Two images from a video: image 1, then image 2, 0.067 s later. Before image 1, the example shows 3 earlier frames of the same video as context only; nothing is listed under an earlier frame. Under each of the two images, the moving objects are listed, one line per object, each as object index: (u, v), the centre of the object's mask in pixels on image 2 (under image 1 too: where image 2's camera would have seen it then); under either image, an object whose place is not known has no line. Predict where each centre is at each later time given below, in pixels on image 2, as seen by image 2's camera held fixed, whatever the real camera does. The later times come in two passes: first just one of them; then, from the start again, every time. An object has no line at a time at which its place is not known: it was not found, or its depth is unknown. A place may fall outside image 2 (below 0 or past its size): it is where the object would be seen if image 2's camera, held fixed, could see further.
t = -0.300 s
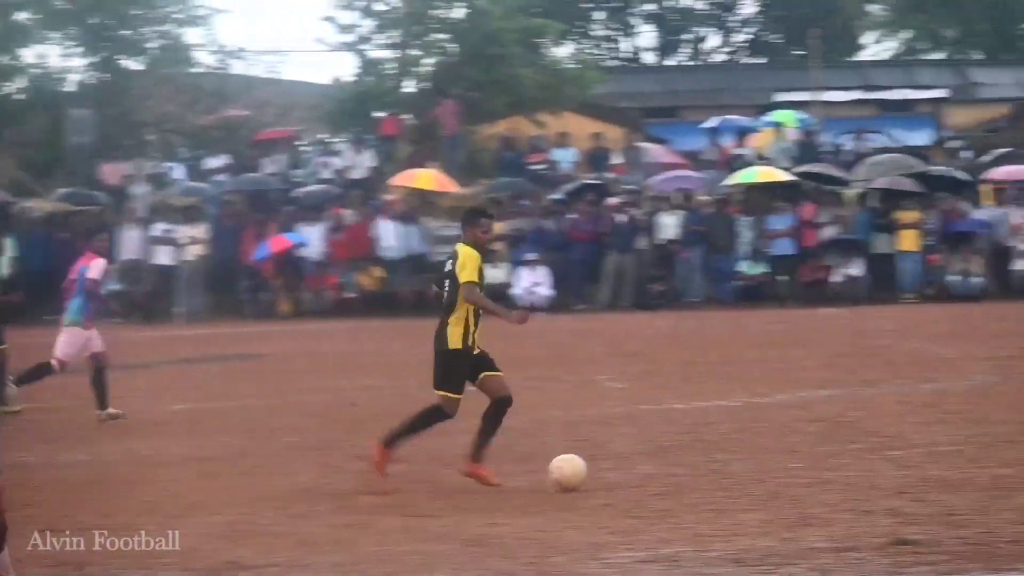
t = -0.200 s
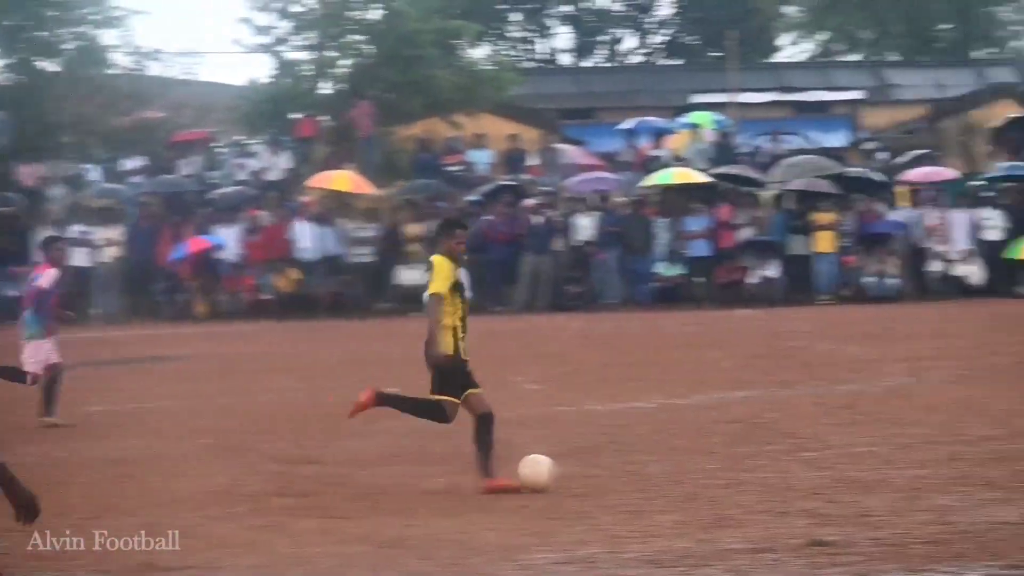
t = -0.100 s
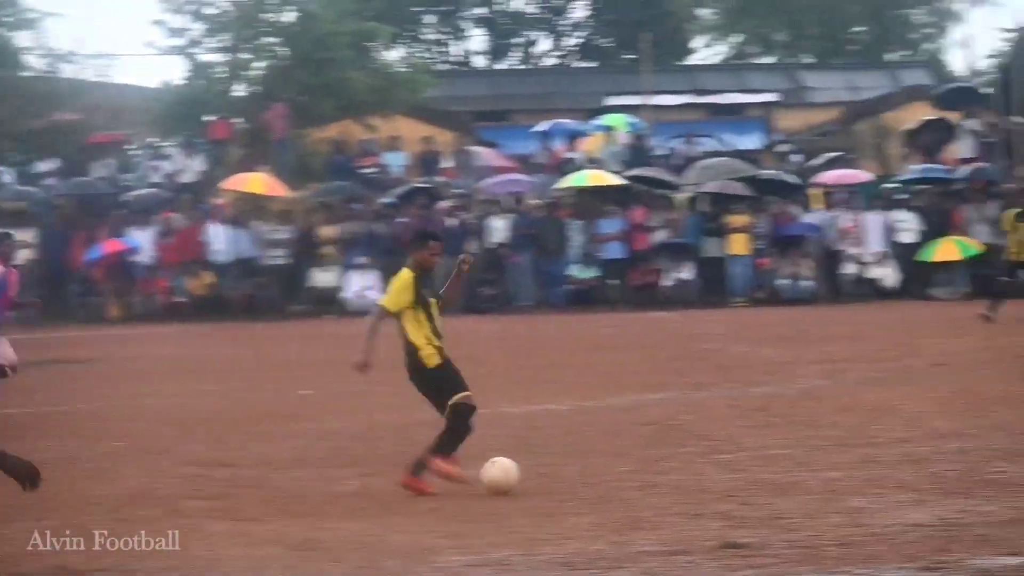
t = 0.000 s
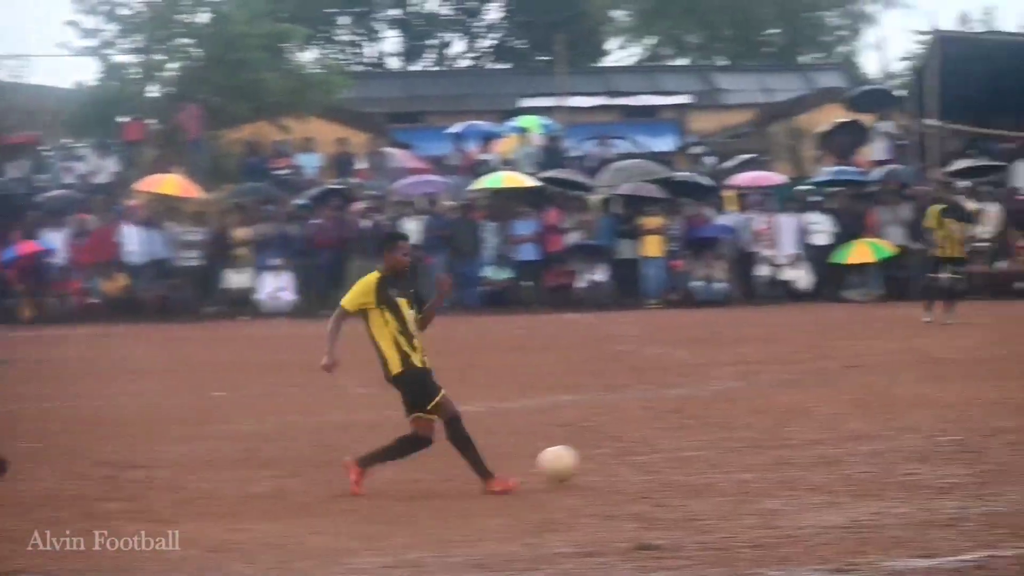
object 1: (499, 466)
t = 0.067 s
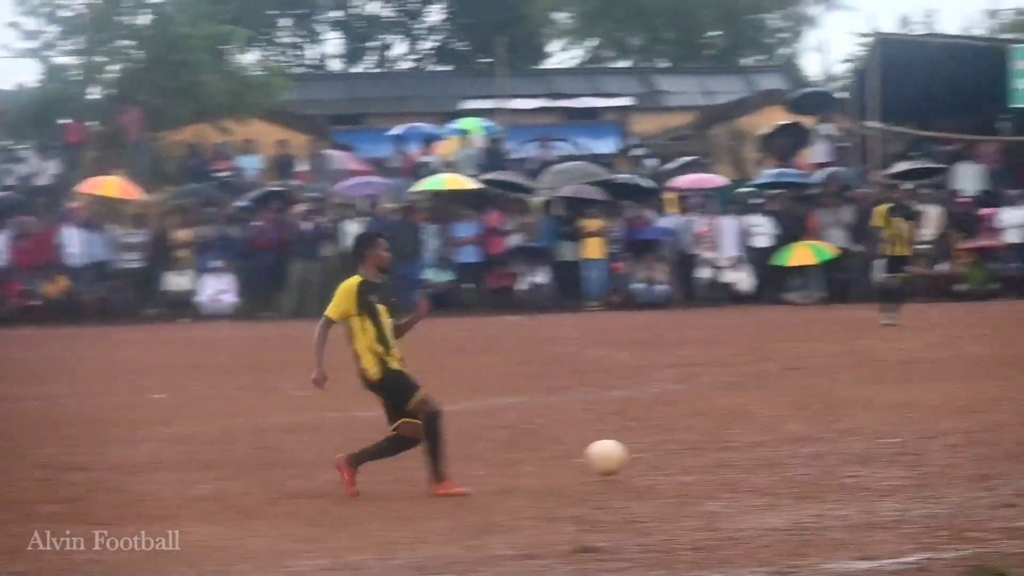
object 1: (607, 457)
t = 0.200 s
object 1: (793, 444)
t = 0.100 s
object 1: (657, 456)
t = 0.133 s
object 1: (707, 455)
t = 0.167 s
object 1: (750, 449)
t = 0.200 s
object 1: (793, 444)
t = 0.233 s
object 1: (835, 441)
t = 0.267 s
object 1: (878, 442)
